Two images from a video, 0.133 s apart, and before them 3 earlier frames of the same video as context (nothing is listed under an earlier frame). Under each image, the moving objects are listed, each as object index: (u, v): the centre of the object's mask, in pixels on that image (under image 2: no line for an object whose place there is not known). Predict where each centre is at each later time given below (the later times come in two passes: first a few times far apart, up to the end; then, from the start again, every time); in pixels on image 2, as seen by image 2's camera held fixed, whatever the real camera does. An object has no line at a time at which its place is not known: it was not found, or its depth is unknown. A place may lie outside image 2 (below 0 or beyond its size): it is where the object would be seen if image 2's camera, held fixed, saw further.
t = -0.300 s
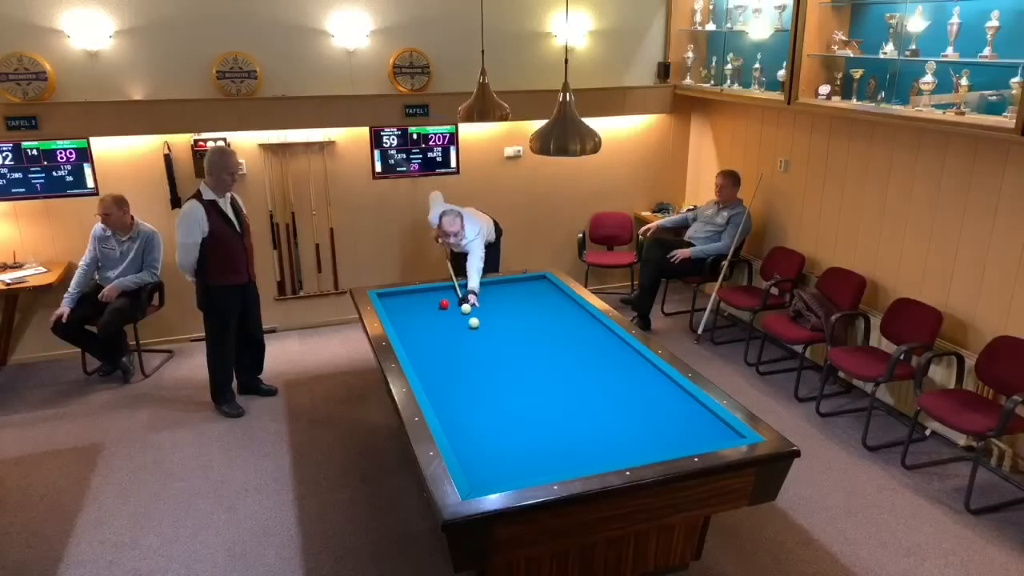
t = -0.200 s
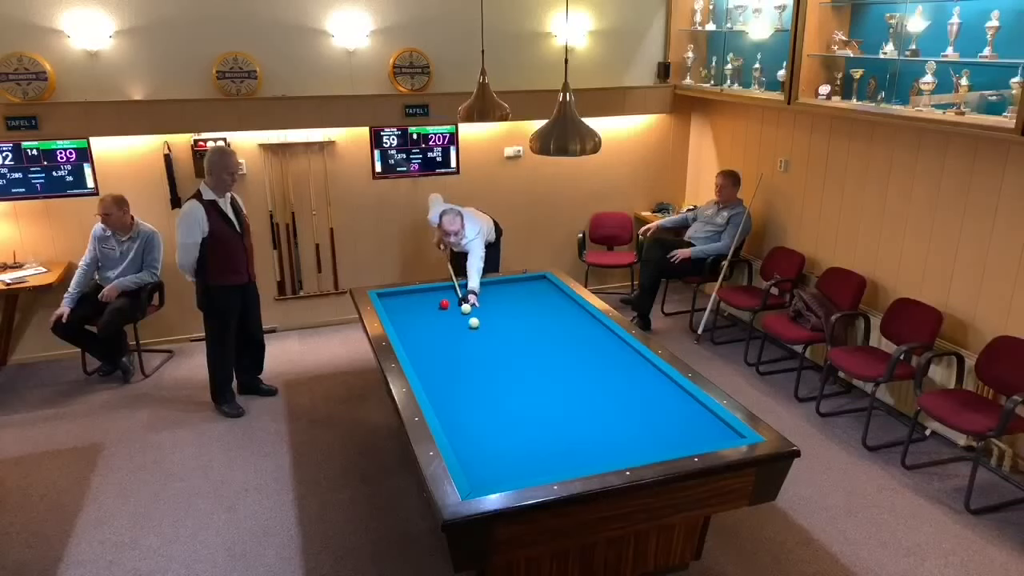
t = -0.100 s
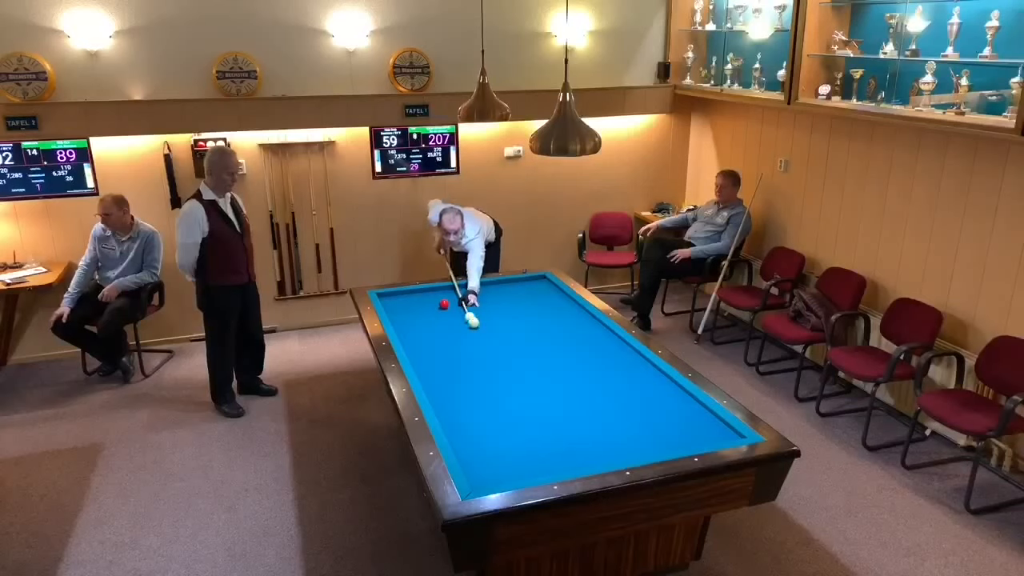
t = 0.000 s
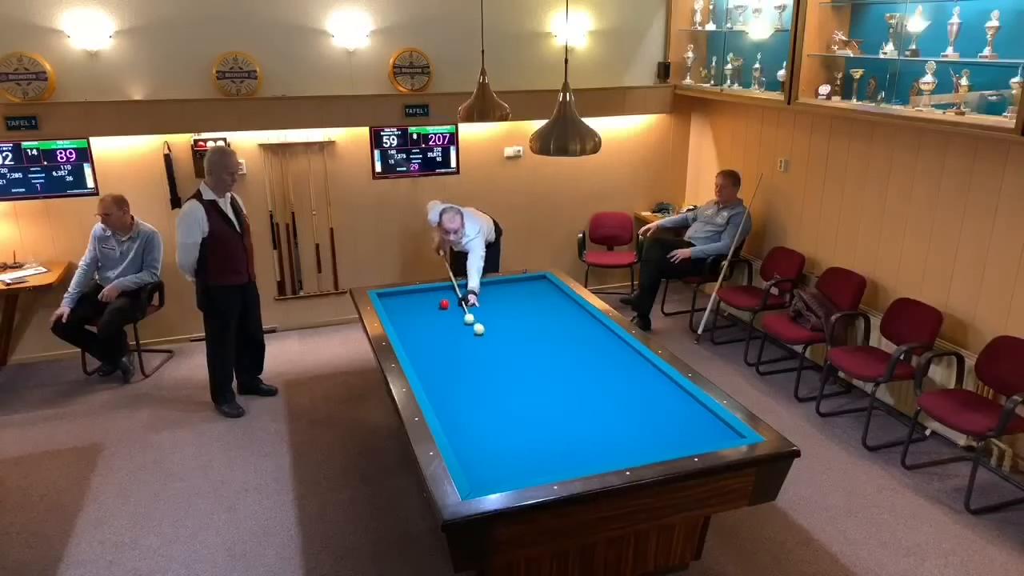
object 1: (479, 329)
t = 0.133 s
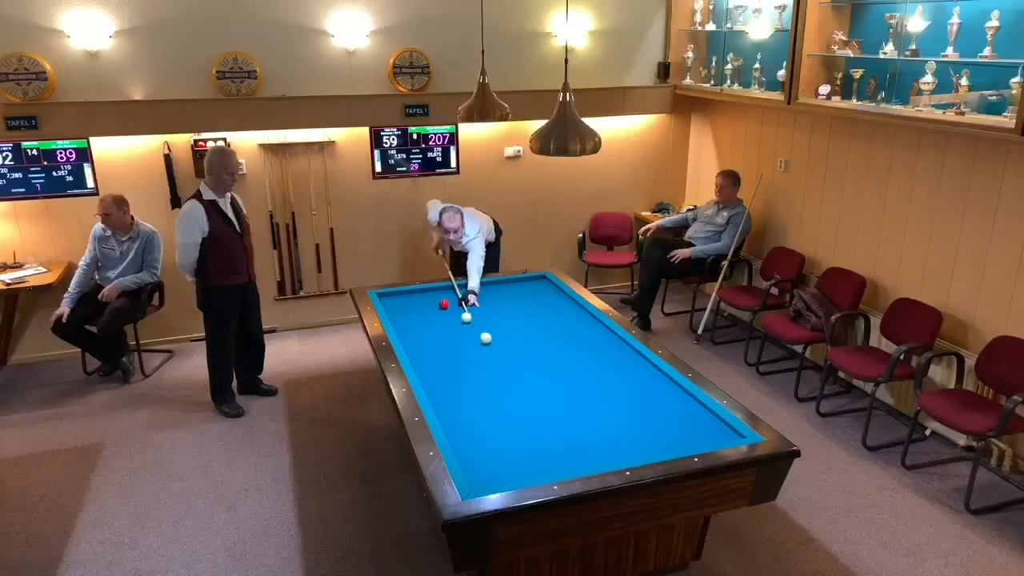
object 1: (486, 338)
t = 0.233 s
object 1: (492, 345)
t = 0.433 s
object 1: (503, 359)
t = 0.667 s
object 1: (518, 378)
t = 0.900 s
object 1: (535, 399)
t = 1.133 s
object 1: (554, 423)
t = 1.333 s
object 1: (572, 445)
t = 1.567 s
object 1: (581, 458)
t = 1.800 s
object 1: (569, 443)
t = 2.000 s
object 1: (560, 430)
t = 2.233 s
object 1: (551, 417)
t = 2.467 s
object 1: (542, 405)
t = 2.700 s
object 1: (534, 394)
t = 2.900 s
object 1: (528, 385)
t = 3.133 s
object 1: (521, 376)
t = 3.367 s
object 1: (514, 367)
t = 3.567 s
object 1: (509, 360)
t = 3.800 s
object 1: (504, 353)
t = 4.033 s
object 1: (499, 346)
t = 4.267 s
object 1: (494, 340)
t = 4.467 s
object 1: (490, 335)
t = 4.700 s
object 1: (486, 329)
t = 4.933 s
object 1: (481, 324)
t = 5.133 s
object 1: (478, 320)
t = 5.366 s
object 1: (475, 315)
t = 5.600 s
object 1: (471, 311)
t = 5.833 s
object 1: (468, 306)
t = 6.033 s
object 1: (466, 303)
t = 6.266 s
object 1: (463, 300)
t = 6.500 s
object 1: (461, 296)
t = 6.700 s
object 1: (459, 293)
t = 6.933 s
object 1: (457, 290)
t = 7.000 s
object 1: (457, 290)
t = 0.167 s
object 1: (488, 340)
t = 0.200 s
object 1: (490, 342)
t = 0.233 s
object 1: (492, 345)
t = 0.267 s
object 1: (493, 347)
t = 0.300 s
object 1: (495, 349)
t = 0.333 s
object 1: (497, 352)
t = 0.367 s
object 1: (499, 354)
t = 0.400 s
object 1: (501, 357)
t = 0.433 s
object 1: (503, 359)
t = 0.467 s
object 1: (505, 362)
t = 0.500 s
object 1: (507, 365)
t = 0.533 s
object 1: (509, 367)
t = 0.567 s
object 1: (512, 370)
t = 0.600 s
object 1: (514, 373)
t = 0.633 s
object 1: (516, 376)
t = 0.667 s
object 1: (518, 378)
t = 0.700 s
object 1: (520, 381)
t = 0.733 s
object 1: (523, 384)
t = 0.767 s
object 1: (525, 387)
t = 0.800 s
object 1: (528, 390)
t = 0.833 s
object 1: (530, 393)
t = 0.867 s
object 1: (532, 396)
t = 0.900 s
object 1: (535, 399)
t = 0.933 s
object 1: (537, 402)
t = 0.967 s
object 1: (540, 406)
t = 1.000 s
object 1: (543, 409)
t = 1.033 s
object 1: (545, 412)
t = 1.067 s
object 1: (548, 416)
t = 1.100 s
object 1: (551, 419)
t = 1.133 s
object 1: (554, 423)
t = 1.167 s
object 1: (557, 426)
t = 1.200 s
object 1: (561, 430)
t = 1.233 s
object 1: (563, 434)
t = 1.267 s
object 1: (566, 437)
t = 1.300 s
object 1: (569, 442)
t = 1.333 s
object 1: (572, 445)
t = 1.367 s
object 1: (574, 449)
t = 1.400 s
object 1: (578, 453)
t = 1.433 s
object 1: (581, 457)
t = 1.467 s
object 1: (584, 460)
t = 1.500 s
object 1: (586, 462)
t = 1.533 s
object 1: (584, 460)
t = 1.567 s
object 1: (581, 458)
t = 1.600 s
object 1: (579, 456)
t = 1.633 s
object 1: (578, 454)
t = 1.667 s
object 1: (576, 451)
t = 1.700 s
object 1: (575, 449)
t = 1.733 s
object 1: (573, 446)
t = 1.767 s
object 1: (571, 445)
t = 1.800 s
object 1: (569, 443)
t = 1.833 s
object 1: (568, 440)
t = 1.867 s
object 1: (566, 438)
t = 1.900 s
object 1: (565, 436)
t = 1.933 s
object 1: (563, 434)
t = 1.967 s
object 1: (562, 432)
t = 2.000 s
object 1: (560, 430)
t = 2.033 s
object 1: (559, 428)
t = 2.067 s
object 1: (557, 426)
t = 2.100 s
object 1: (556, 424)
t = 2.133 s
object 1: (554, 422)
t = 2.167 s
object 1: (553, 421)
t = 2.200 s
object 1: (552, 419)
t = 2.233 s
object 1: (551, 417)
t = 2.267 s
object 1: (550, 415)
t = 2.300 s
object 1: (548, 413)
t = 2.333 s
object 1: (547, 412)
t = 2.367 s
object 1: (546, 410)
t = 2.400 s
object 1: (544, 409)
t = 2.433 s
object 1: (543, 407)
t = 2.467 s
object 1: (542, 405)
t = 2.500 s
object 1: (541, 403)
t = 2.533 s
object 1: (539, 402)
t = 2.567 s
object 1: (538, 400)
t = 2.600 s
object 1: (537, 399)
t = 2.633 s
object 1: (536, 397)
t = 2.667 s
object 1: (535, 395)
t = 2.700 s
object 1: (534, 394)
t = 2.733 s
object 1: (533, 392)
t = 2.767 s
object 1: (531, 391)
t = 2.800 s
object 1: (530, 389)
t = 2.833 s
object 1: (529, 388)
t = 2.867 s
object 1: (528, 387)
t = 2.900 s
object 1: (528, 385)
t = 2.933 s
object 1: (526, 384)
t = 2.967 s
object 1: (525, 383)
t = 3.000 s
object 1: (524, 381)
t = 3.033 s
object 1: (523, 380)
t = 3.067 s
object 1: (522, 379)
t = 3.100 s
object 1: (522, 377)
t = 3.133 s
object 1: (521, 376)
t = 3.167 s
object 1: (520, 375)
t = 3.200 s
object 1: (519, 374)
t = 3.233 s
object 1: (518, 372)
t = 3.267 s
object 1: (517, 371)
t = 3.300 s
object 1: (516, 370)
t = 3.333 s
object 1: (515, 369)
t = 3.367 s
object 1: (514, 367)
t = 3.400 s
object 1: (513, 366)
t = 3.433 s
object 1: (513, 365)
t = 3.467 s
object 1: (512, 364)
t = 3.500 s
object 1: (511, 363)
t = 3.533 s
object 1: (510, 362)
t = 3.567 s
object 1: (509, 360)
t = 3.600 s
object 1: (508, 359)
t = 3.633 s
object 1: (508, 358)
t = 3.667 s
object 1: (507, 357)
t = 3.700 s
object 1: (506, 356)
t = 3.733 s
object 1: (505, 355)
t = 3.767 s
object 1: (505, 354)
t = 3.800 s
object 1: (504, 353)
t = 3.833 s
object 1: (503, 352)
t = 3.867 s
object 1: (502, 351)
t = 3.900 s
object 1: (502, 350)
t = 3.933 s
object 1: (501, 349)
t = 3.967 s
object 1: (500, 348)
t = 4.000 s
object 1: (500, 347)
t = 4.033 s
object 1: (499, 346)
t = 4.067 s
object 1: (498, 345)
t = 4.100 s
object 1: (497, 344)
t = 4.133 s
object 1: (497, 343)
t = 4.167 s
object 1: (496, 342)
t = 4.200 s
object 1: (495, 342)
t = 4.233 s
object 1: (495, 341)
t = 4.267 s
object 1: (494, 340)
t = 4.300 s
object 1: (493, 339)
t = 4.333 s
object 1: (493, 338)
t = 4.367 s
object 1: (492, 337)
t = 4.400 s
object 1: (491, 336)
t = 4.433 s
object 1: (491, 335)
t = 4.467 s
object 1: (490, 335)
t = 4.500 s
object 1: (489, 334)
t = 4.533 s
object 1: (489, 333)
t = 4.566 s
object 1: (488, 332)
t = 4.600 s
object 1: (487, 331)
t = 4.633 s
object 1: (487, 330)
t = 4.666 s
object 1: (486, 330)
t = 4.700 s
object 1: (486, 329)
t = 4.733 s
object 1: (485, 328)
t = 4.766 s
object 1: (484, 327)
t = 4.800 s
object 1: (484, 327)
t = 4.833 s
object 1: (483, 326)
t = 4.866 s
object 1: (482, 325)
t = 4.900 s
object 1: (482, 324)
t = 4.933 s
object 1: (481, 324)
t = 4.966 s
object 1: (481, 323)
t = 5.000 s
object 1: (480, 322)
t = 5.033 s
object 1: (480, 322)
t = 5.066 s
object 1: (479, 321)
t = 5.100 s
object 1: (479, 320)
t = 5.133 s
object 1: (478, 320)
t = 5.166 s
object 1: (478, 319)
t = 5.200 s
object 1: (477, 318)
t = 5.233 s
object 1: (476, 317)
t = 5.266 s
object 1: (476, 317)
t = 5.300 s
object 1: (476, 316)
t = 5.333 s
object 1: (475, 315)
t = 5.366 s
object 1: (475, 315)
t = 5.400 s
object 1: (474, 314)
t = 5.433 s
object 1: (474, 314)
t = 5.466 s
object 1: (473, 313)
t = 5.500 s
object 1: (473, 312)
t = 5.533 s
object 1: (472, 312)
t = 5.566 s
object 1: (472, 311)
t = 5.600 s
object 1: (471, 311)
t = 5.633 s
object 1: (471, 310)
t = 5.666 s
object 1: (470, 309)
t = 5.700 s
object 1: (470, 309)
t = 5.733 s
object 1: (470, 308)
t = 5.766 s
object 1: (469, 308)
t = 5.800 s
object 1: (469, 307)
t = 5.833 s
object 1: (468, 306)
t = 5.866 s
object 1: (468, 306)
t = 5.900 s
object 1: (468, 305)
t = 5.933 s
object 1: (467, 305)
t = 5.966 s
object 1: (467, 304)
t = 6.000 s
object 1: (466, 304)
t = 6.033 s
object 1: (466, 303)
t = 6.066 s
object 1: (466, 302)
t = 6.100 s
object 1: (465, 302)
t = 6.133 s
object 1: (465, 301)
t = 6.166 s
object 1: (465, 301)
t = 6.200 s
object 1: (464, 301)
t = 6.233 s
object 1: (464, 300)
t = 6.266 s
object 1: (463, 300)
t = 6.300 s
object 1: (463, 299)
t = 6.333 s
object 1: (463, 298)
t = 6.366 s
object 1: (462, 298)
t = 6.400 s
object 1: (462, 298)
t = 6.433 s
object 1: (462, 297)
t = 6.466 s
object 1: (462, 297)
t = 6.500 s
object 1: (461, 296)
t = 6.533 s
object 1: (461, 296)
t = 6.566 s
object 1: (461, 295)
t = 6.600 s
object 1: (460, 295)
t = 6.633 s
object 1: (460, 294)
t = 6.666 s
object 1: (460, 294)
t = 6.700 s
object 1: (459, 293)
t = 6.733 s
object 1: (459, 293)
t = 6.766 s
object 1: (459, 293)
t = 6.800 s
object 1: (459, 292)
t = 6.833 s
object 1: (458, 292)
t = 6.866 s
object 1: (458, 291)
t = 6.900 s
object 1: (458, 291)
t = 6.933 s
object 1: (457, 290)
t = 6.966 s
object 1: (457, 290)
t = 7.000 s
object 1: (457, 290)
